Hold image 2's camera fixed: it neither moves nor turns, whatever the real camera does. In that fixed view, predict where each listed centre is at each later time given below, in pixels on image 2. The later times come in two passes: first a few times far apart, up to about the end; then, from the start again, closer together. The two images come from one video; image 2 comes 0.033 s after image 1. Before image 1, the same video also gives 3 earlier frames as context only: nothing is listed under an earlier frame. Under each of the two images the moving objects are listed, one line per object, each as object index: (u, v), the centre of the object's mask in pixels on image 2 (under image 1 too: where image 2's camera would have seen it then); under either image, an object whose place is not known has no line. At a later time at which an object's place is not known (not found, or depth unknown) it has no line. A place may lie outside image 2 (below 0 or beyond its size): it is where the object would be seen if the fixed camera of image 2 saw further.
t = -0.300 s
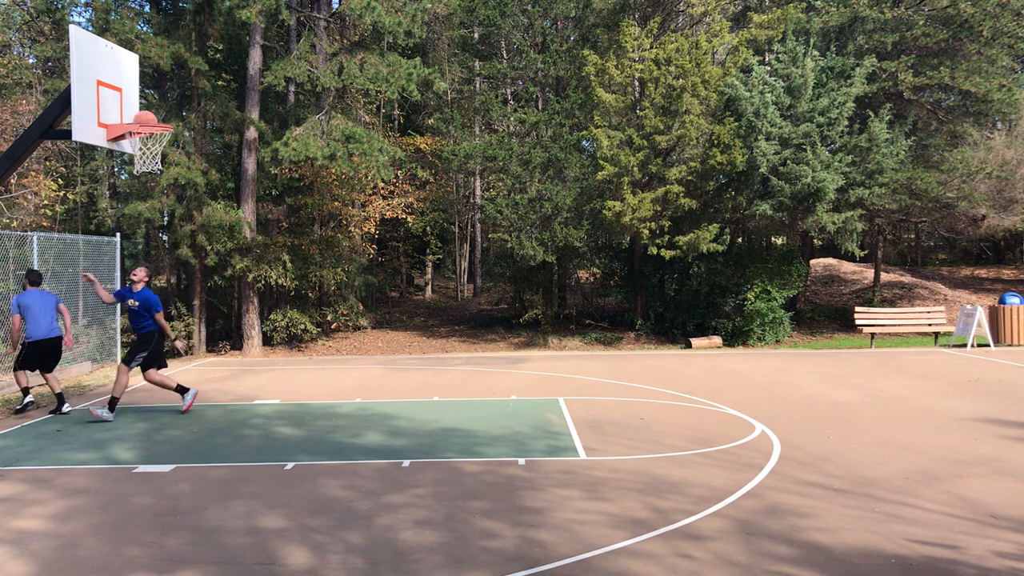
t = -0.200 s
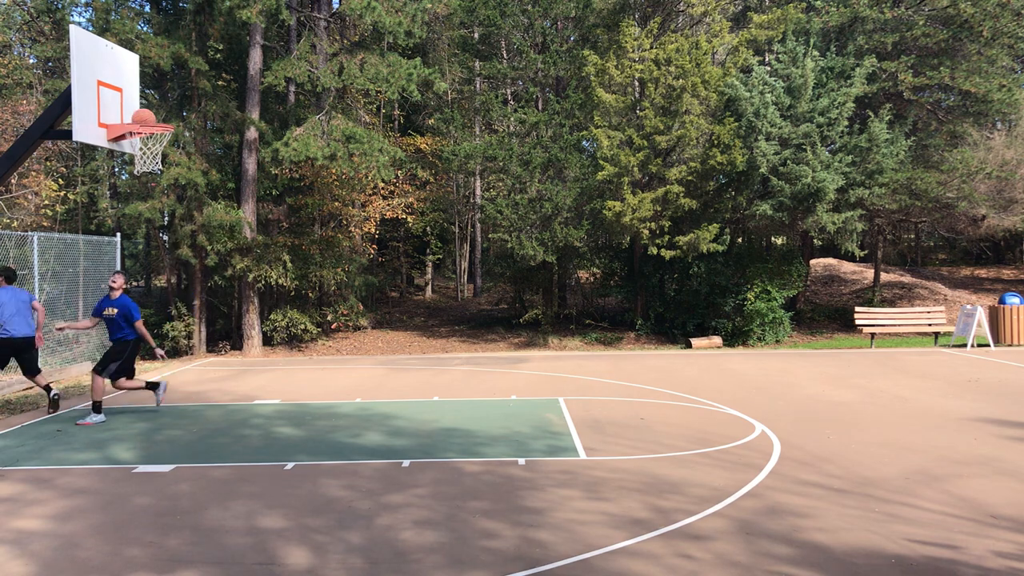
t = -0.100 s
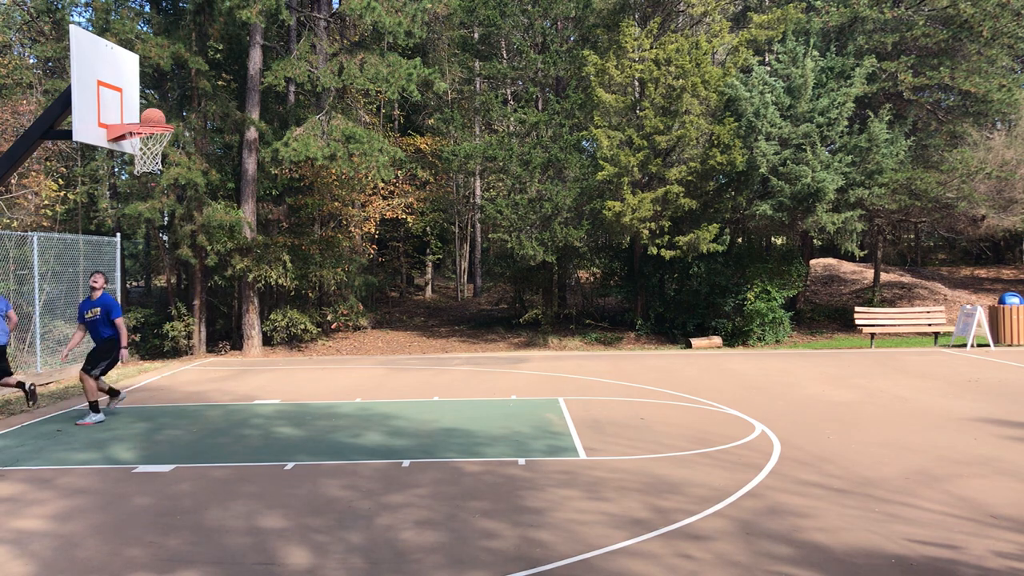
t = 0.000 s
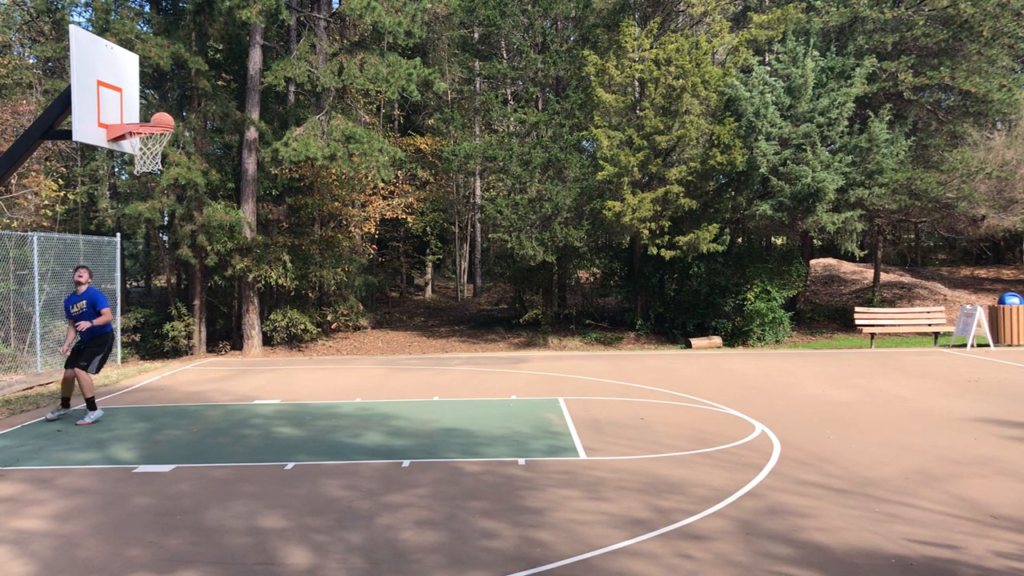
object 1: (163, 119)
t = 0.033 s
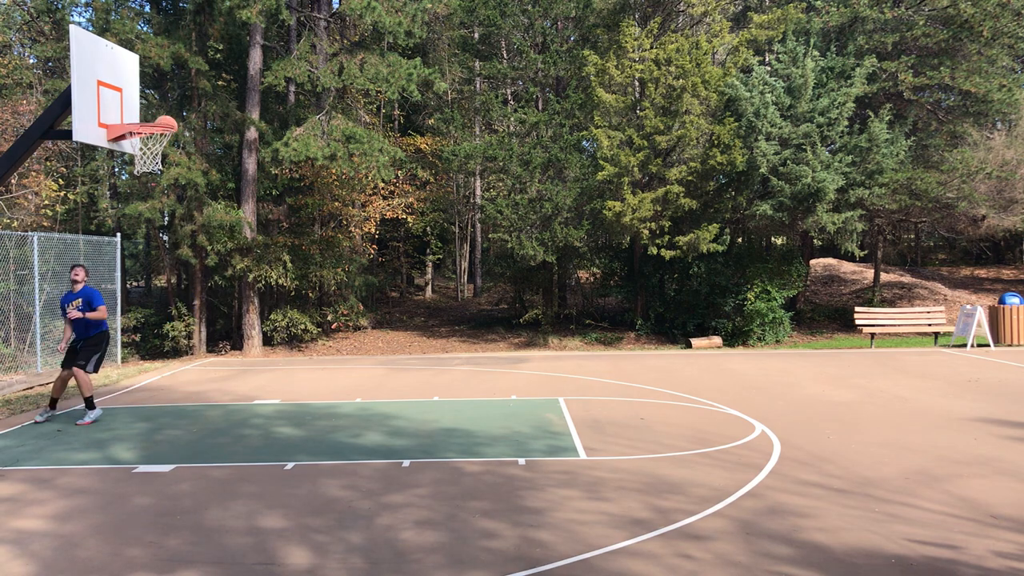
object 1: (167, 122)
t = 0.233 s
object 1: (184, 166)
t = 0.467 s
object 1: (204, 253)
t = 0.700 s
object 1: (224, 380)
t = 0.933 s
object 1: (236, 311)
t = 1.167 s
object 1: (247, 254)
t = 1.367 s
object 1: (257, 241)
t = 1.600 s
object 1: (269, 266)
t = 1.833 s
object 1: (281, 333)
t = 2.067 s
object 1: (292, 355)
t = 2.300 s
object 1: (302, 307)
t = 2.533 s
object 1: (312, 301)
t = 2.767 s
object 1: (322, 335)
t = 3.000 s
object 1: (331, 366)
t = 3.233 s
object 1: (342, 329)
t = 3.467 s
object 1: (351, 334)
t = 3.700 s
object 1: (360, 378)
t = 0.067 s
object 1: (173, 129)
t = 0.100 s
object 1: (176, 138)
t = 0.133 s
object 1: (176, 143)
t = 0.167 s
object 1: (177, 149)
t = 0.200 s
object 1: (181, 157)
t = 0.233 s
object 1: (184, 166)
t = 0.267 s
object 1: (187, 176)
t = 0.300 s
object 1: (190, 186)
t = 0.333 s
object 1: (193, 199)
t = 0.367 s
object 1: (196, 211)
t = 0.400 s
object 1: (199, 224)
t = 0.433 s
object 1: (202, 238)
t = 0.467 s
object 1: (204, 253)
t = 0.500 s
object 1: (208, 269)
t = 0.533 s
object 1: (210, 286)
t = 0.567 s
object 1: (213, 303)
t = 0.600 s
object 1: (216, 321)
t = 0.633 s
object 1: (219, 339)
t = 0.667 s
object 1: (221, 360)
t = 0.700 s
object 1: (224, 380)
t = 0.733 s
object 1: (226, 398)
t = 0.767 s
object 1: (228, 381)
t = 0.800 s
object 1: (229, 366)
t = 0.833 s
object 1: (231, 350)
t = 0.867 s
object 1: (233, 337)
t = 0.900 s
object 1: (234, 324)
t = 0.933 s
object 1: (236, 311)
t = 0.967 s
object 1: (237, 300)
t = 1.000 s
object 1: (239, 291)
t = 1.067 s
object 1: (242, 273)
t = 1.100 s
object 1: (244, 266)
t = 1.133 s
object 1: (245, 260)
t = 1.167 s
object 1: (247, 254)
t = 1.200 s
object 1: (248, 250)
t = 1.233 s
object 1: (250, 246)
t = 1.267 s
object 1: (252, 244)
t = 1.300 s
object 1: (254, 242)
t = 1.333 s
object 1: (255, 242)
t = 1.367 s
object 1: (257, 241)
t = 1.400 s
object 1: (259, 242)
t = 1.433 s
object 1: (260, 244)
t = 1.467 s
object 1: (262, 246)
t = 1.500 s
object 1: (264, 250)
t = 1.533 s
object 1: (266, 255)
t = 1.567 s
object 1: (267, 260)
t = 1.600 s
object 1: (269, 266)
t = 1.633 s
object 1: (272, 273)
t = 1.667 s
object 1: (273, 281)
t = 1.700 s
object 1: (275, 290)
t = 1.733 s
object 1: (276, 299)
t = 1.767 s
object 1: (278, 310)
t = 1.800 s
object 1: (280, 321)
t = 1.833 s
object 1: (281, 333)
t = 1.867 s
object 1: (283, 346)
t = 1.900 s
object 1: (284, 360)
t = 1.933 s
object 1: (286, 375)
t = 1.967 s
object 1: (287, 389)
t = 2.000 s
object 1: (288, 378)
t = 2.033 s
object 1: (290, 367)
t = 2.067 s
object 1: (292, 355)
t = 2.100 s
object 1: (293, 346)
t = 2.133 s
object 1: (295, 337)
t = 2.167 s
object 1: (296, 329)
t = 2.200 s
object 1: (298, 323)
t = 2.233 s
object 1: (299, 316)
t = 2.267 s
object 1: (300, 311)
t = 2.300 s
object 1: (302, 307)
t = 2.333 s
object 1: (303, 303)
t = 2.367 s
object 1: (305, 301)
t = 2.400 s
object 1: (306, 299)
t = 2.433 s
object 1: (308, 299)
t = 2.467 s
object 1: (309, 299)
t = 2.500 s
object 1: (310, 299)
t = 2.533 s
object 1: (312, 301)
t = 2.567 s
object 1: (313, 303)
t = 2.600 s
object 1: (315, 306)
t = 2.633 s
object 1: (316, 311)
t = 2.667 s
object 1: (318, 316)
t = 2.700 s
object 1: (319, 321)
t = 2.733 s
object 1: (320, 328)
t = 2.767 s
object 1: (322, 335)
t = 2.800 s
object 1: (323, 343)
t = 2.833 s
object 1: (324, 352)
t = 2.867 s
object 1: (326, 362)
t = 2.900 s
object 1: (327, 374)
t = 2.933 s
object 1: (328, 383)
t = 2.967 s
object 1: (330, 374)
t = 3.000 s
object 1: (331, 366)
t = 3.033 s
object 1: (333, 357)
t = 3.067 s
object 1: (334, 351)
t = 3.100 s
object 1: (336, 345)
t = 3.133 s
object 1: (337, 339)
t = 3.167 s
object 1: (338, 335)
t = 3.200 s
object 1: (340, 331)
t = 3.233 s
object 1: (342, 329)
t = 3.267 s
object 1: (343, 328)
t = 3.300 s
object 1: (345, 326)
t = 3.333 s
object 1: (346, 326)
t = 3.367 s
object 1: (347, 327)
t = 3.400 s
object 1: (348, 328)
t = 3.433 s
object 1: (350, 331)
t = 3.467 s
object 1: (351, 334)
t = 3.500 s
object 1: (353, 338)
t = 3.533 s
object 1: (354, 342)
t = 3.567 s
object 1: (355, 347)
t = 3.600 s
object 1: (356, 354)
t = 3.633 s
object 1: (358, 361)
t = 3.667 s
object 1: (359, 369)
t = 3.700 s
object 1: (360, 378)
